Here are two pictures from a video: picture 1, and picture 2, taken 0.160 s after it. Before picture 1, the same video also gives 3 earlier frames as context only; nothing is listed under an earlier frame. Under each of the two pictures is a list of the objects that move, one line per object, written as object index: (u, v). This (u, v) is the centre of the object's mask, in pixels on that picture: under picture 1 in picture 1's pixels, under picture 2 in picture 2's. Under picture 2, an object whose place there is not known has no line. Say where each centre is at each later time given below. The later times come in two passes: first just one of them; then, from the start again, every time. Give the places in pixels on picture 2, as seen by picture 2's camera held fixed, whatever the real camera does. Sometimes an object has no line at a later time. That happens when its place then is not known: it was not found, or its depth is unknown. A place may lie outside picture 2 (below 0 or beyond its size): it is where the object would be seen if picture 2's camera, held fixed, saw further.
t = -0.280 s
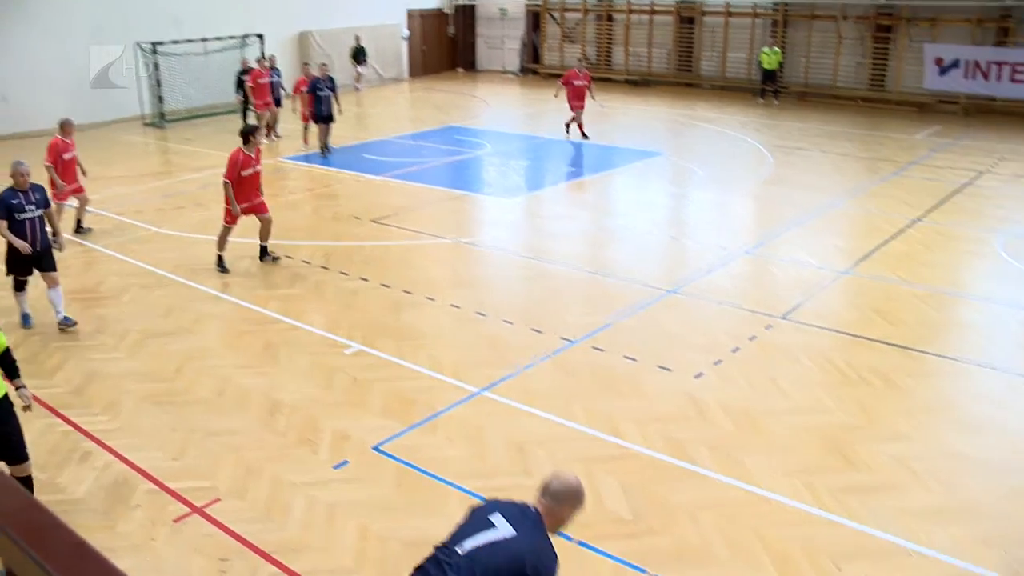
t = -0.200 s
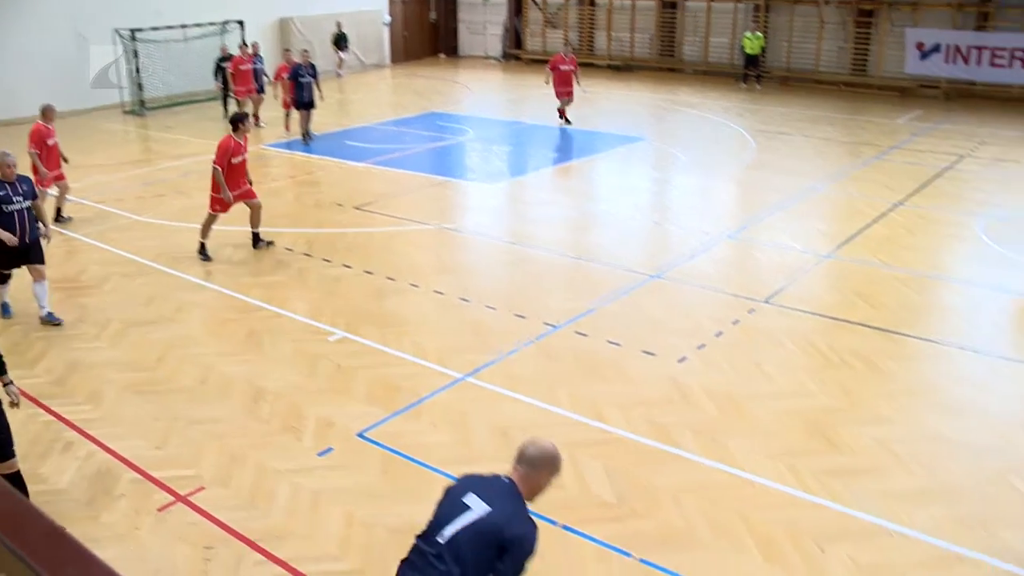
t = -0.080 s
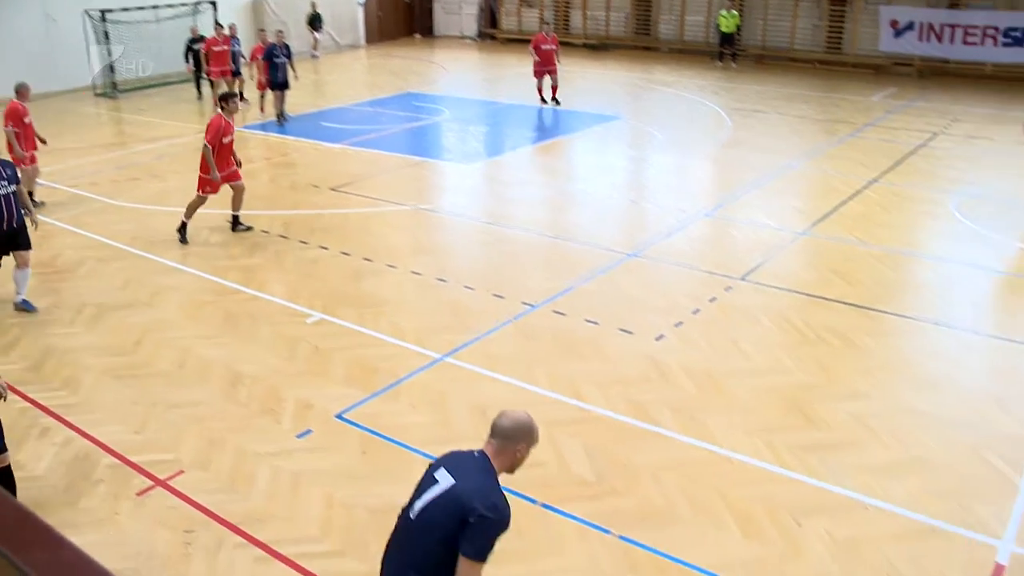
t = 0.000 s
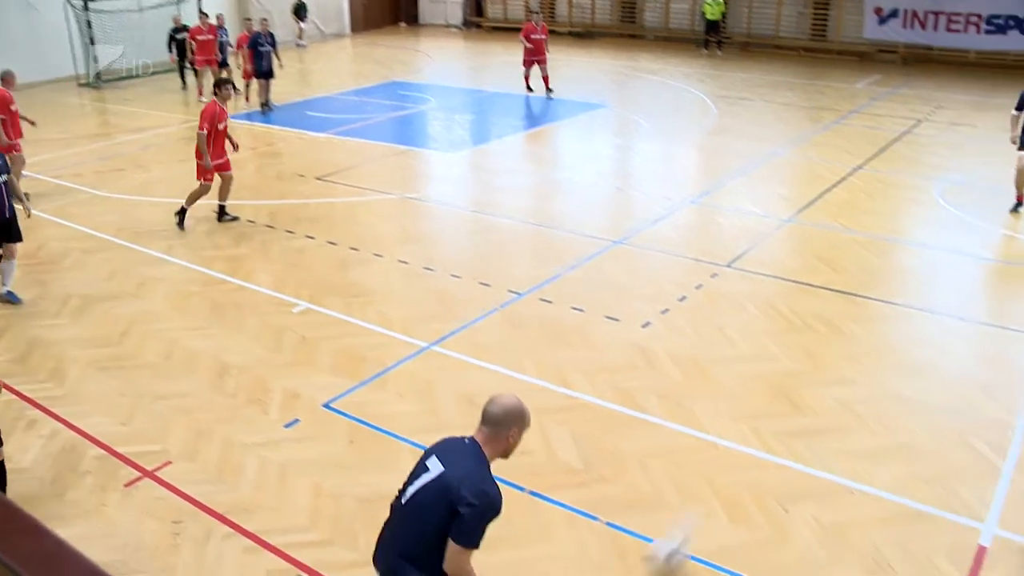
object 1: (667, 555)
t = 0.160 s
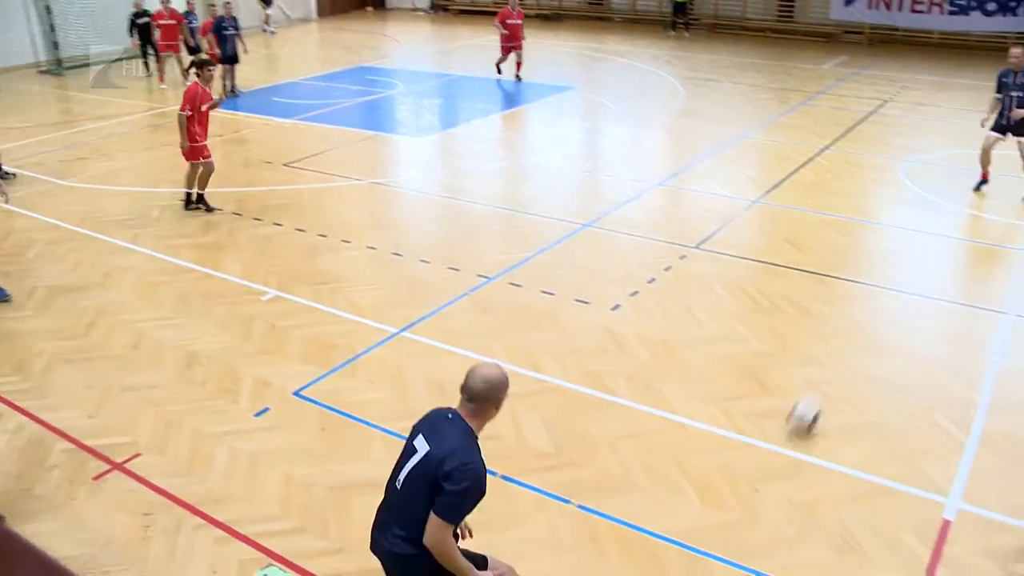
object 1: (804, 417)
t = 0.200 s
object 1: (832, 392)
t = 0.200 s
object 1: (832, 392)
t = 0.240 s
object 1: (858, 373)
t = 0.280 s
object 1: (882, 354)
